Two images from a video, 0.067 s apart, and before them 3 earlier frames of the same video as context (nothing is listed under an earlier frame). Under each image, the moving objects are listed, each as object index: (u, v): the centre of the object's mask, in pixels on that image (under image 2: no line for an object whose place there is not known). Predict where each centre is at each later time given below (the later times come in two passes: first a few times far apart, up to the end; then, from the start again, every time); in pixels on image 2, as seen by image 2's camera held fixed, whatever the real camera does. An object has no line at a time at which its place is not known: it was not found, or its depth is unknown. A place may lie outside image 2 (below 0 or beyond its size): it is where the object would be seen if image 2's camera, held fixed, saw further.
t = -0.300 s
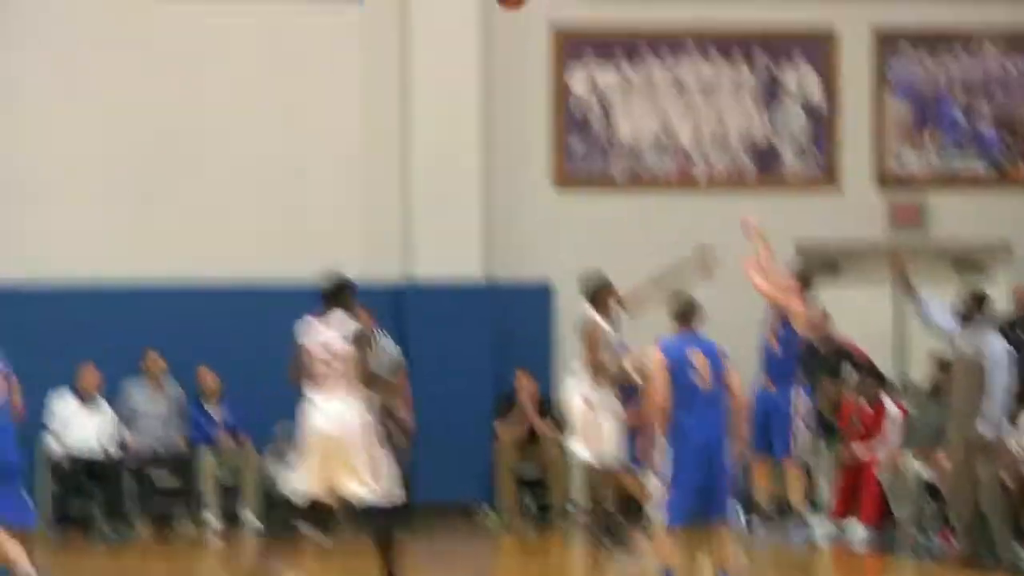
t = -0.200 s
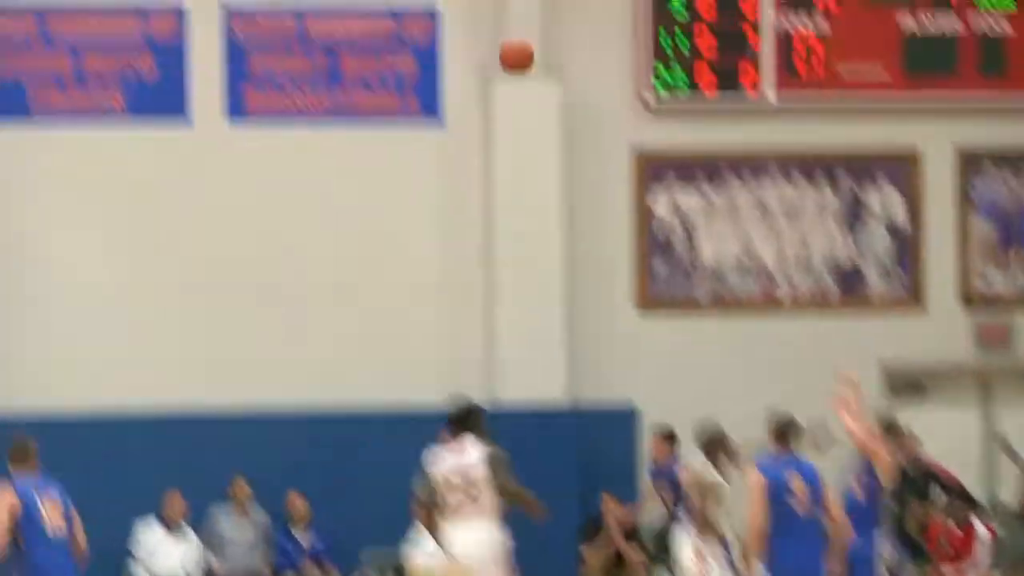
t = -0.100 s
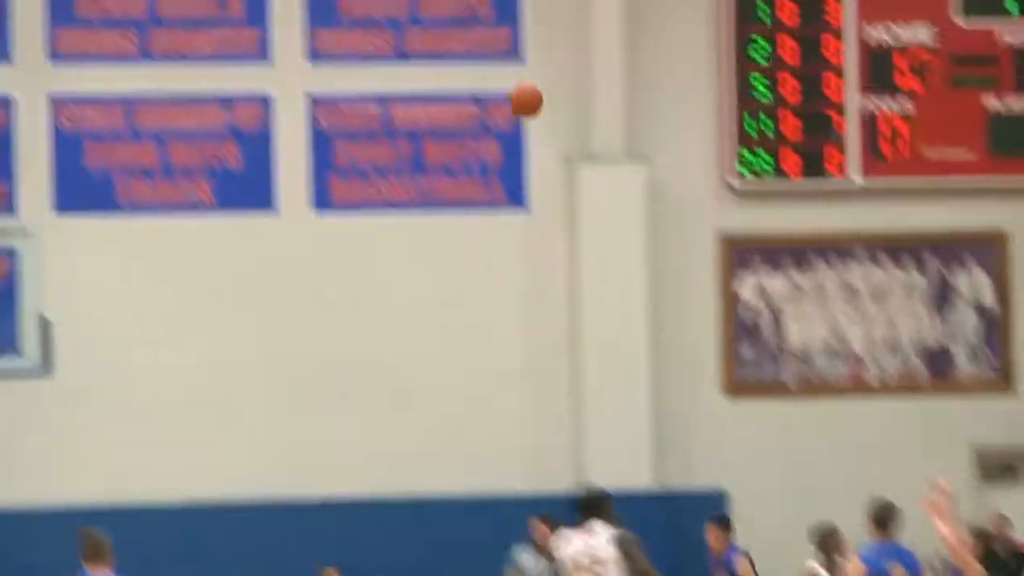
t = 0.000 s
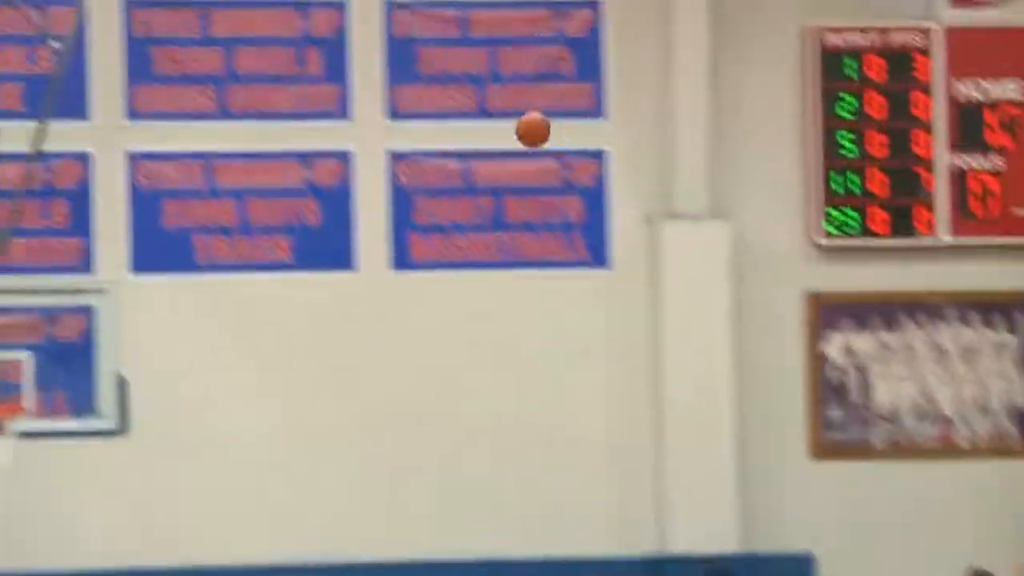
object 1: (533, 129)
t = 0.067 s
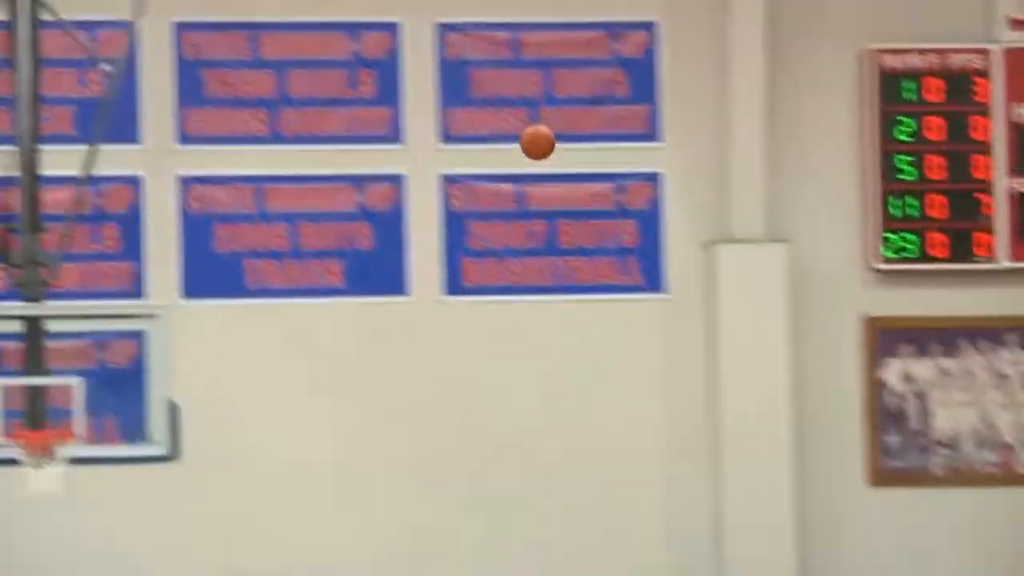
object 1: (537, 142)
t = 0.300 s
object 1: (370, 153)
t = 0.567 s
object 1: (180, 260)
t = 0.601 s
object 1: (157, 281)
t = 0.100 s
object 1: (513, 139)
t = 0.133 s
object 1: (489, 138)
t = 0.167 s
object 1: (465, 138)
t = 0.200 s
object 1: (441, 140)
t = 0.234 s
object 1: (417, 143)
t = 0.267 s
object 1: (394, 147)
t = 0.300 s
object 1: (370, 153)
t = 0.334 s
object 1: (346, 161)
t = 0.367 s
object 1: (323, 170)
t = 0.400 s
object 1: (299, 181)
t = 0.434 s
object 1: (276, 194)
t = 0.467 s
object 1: (251, 208)
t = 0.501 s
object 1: (228, 225)
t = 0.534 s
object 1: (204, 241)
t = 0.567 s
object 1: (180, 260)
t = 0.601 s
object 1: (157, 281)
